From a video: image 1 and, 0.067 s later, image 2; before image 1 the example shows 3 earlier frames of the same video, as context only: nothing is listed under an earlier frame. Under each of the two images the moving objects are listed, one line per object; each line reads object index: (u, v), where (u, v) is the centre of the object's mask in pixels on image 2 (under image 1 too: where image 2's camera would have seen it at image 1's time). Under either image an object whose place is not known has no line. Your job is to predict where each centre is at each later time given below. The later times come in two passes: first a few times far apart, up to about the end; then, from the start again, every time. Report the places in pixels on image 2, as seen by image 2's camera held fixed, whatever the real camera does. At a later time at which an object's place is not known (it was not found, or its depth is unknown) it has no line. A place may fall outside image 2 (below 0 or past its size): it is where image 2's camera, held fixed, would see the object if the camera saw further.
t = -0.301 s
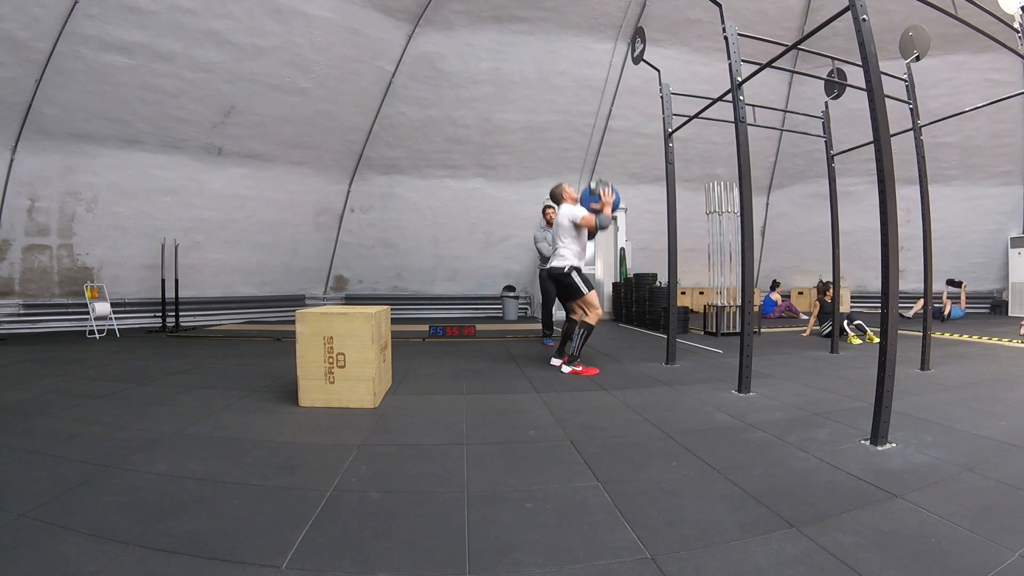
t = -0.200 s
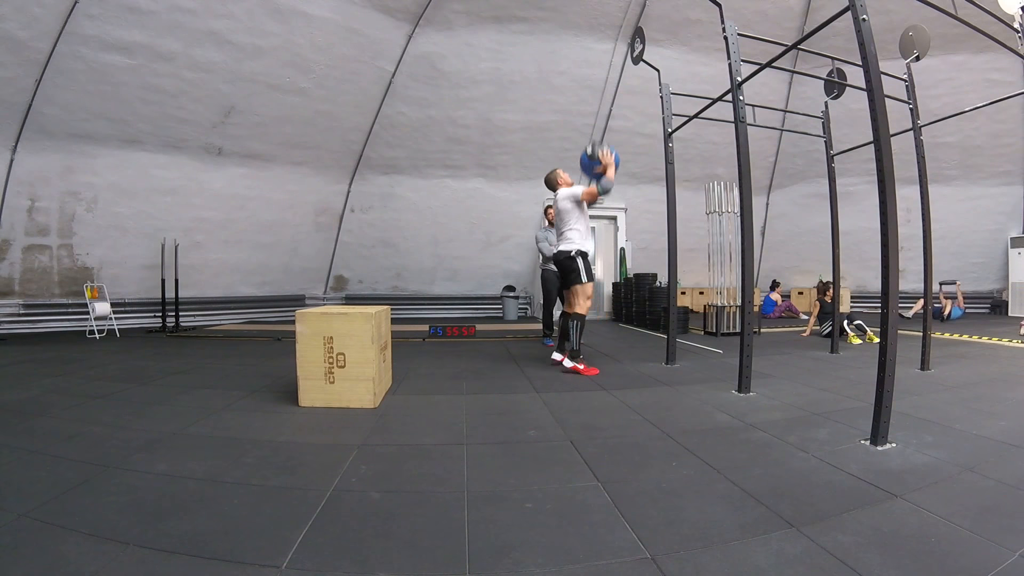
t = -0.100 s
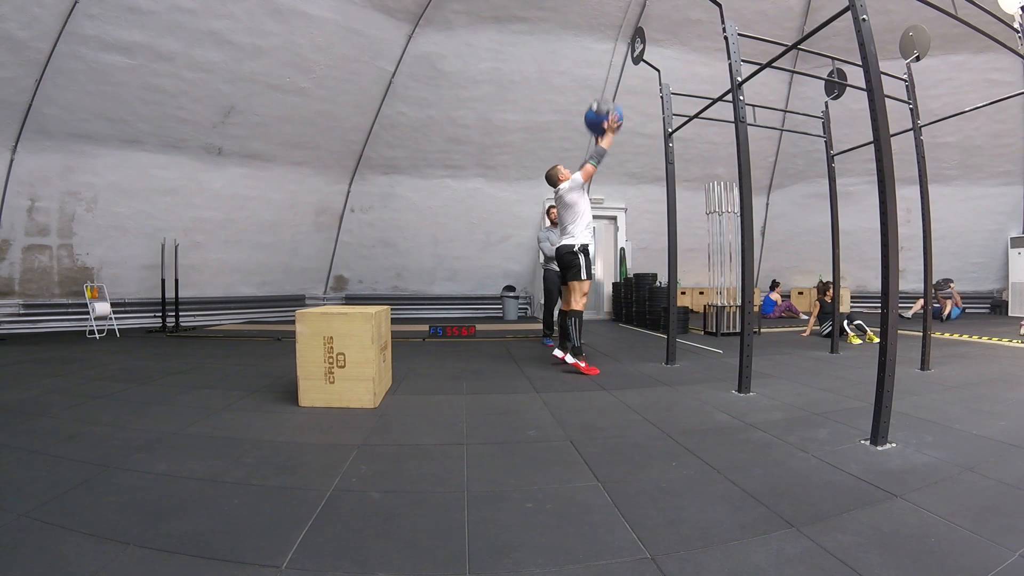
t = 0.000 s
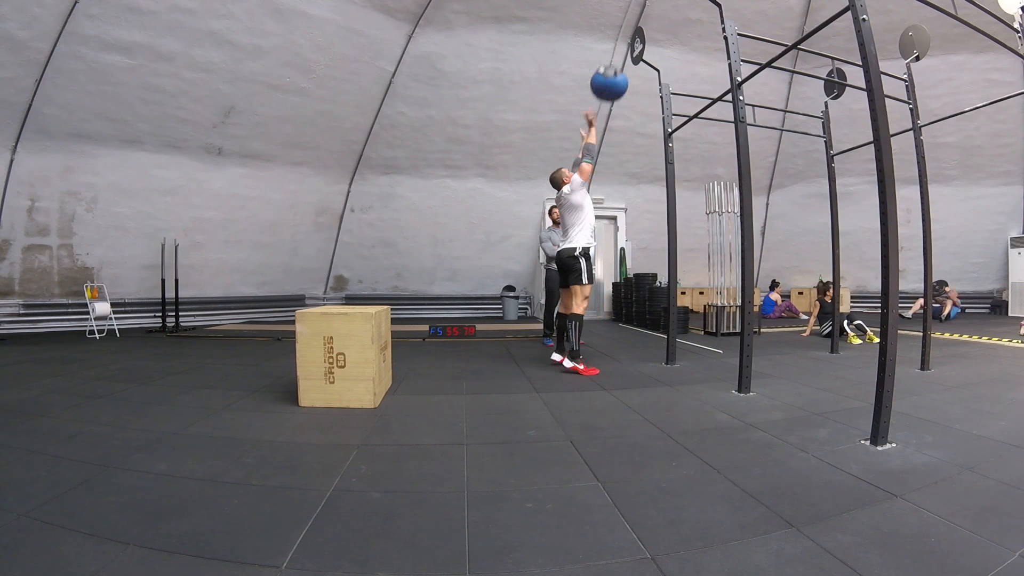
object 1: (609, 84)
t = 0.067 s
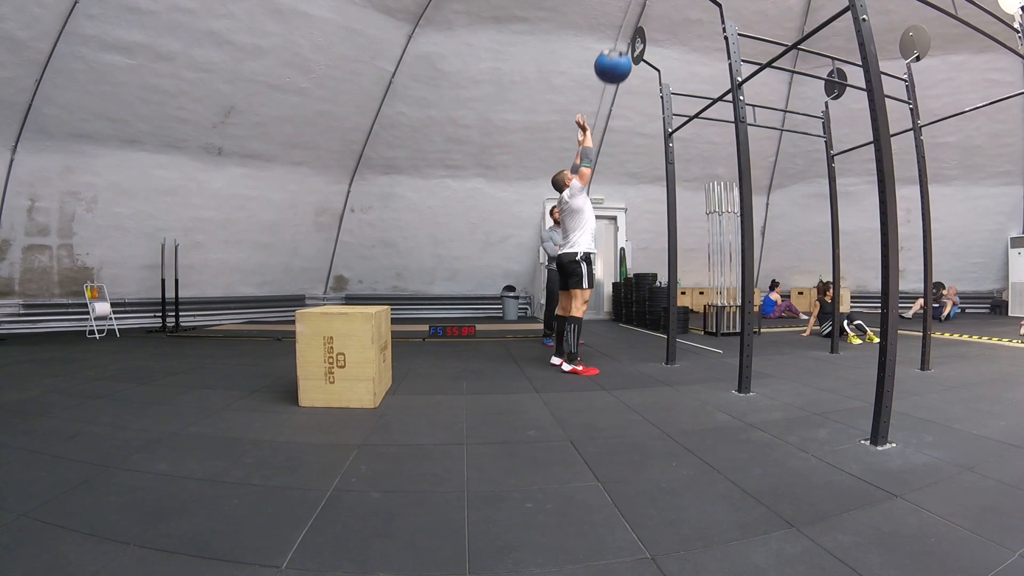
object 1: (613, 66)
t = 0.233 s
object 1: (621, 43)
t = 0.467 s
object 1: (613, 49)
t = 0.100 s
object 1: (614, 60)
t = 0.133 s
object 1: (616, 54)
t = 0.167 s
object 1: (618, 49)
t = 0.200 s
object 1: (620, 45)
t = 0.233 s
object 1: (621, 43)
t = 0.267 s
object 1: (621, 41)
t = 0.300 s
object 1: (620, 40)
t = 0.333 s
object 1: (618, 40)
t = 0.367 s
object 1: (617, 41)
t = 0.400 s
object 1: (616, 42)
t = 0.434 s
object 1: (615, 45)
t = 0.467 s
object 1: (613, 49)
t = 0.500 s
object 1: (612, 53)
